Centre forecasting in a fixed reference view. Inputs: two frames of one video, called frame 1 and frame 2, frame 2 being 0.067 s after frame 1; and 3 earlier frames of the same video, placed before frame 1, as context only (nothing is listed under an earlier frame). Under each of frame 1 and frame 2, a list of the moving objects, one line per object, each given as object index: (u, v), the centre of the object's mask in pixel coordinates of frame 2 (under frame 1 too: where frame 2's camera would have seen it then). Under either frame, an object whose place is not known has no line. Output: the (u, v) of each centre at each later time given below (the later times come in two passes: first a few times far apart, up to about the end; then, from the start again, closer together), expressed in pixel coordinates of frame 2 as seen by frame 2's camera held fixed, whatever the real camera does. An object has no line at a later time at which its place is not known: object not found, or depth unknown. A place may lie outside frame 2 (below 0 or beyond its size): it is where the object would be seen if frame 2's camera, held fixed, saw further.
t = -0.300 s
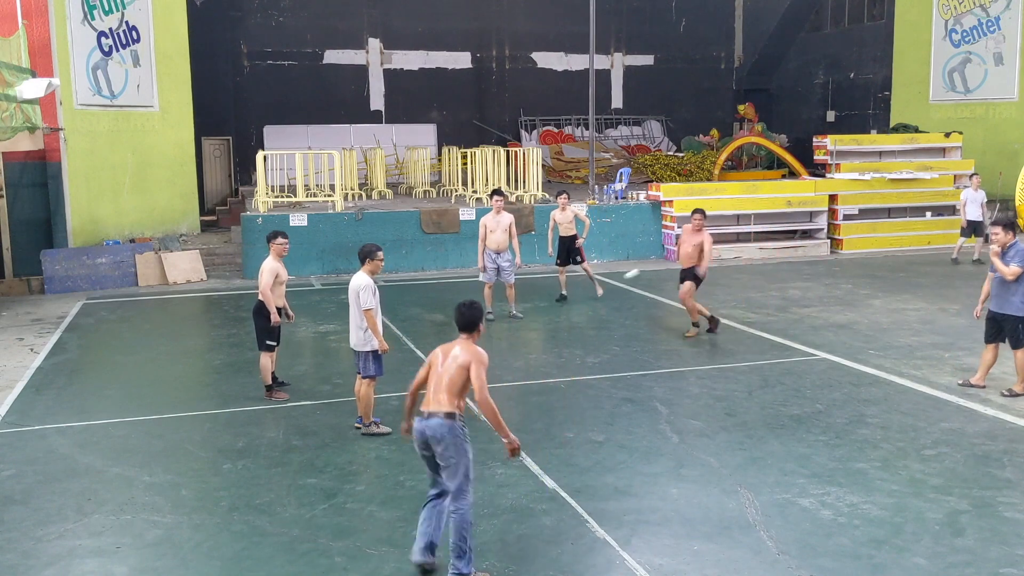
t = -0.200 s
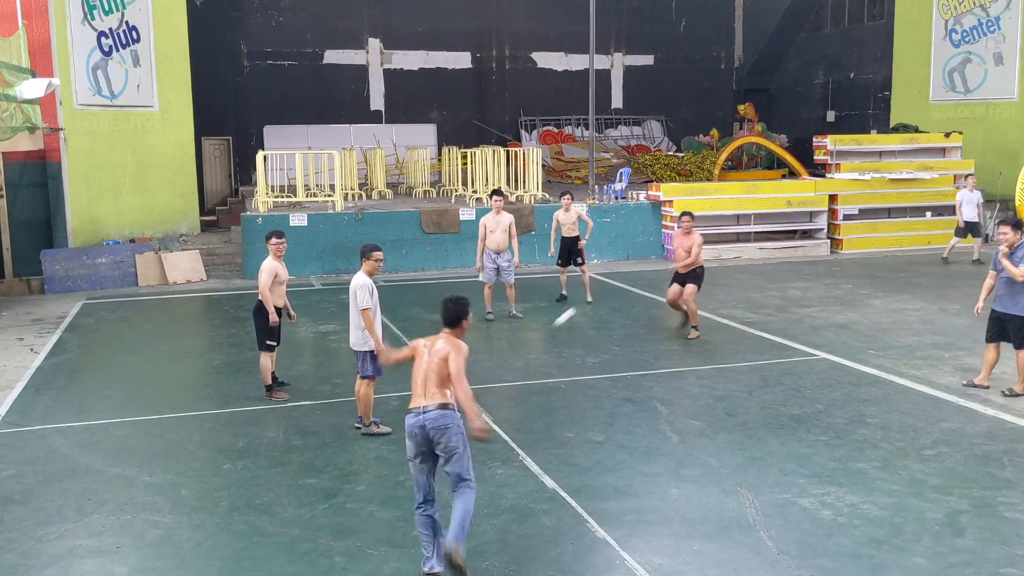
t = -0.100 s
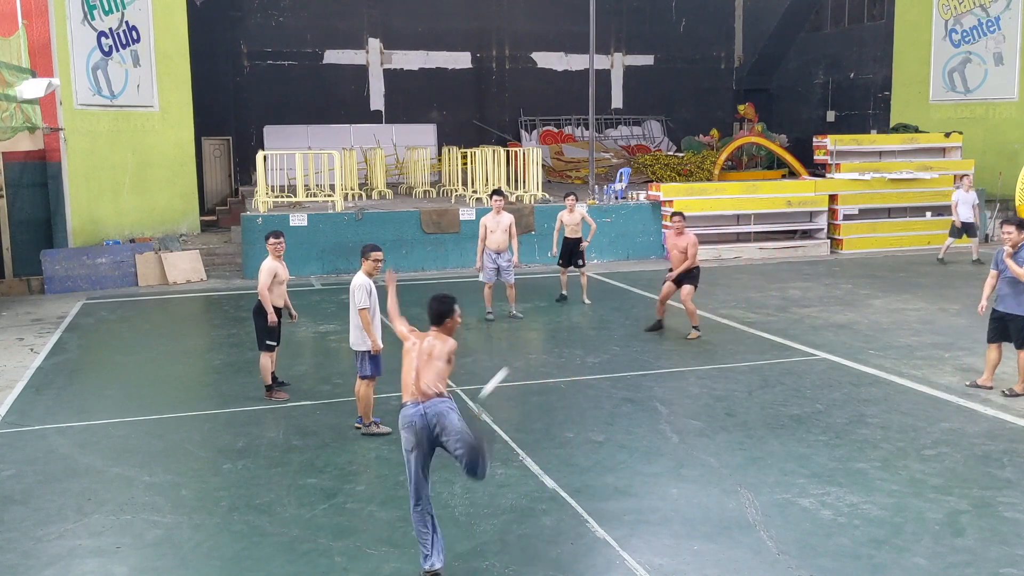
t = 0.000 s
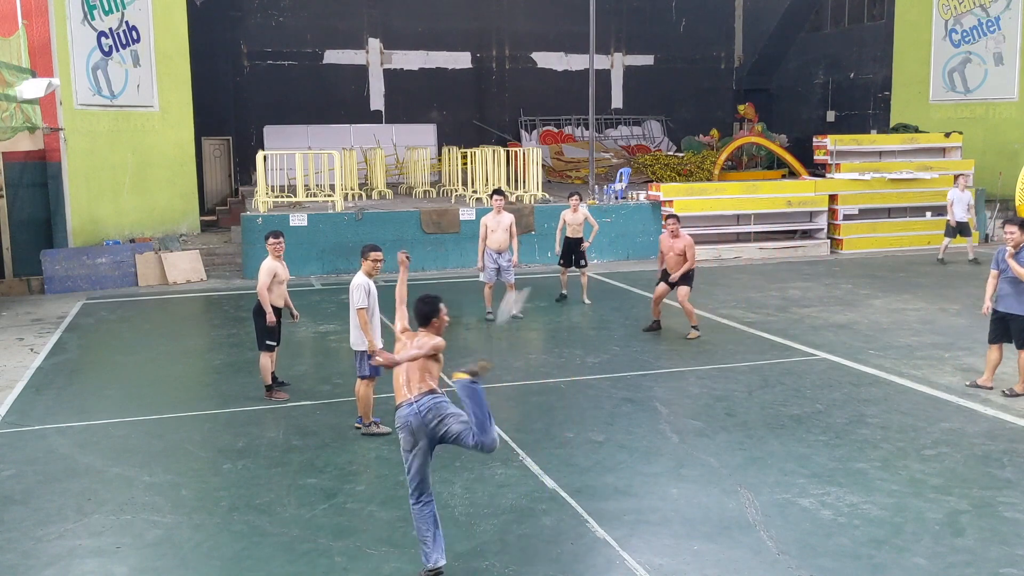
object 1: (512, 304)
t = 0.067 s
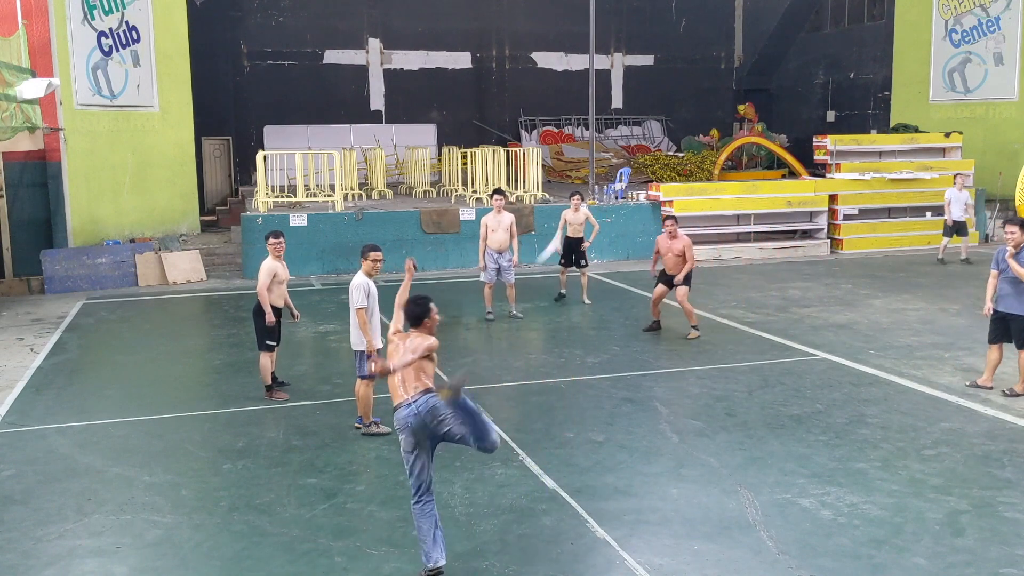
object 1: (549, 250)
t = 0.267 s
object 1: (626, 137)
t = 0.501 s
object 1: (687, 105)
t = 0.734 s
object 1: (727, 134)
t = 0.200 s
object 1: (605, 162)
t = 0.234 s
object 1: (615, 149)
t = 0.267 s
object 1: (626, 137)
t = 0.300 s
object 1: (637, 128)
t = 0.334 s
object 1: (647, 120)
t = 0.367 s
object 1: (656, 114)
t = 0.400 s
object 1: (664, 109)
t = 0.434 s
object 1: (671, 106)
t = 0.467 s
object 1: (679, 105)
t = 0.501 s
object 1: (687, 105)
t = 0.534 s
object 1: (693, 106)
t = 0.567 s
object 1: (700, 108)
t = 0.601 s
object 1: (706, 112)
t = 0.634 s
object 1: (711, 116)
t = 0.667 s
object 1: (717, 121)
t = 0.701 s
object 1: (722, 127)
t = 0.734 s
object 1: (727, 134)
